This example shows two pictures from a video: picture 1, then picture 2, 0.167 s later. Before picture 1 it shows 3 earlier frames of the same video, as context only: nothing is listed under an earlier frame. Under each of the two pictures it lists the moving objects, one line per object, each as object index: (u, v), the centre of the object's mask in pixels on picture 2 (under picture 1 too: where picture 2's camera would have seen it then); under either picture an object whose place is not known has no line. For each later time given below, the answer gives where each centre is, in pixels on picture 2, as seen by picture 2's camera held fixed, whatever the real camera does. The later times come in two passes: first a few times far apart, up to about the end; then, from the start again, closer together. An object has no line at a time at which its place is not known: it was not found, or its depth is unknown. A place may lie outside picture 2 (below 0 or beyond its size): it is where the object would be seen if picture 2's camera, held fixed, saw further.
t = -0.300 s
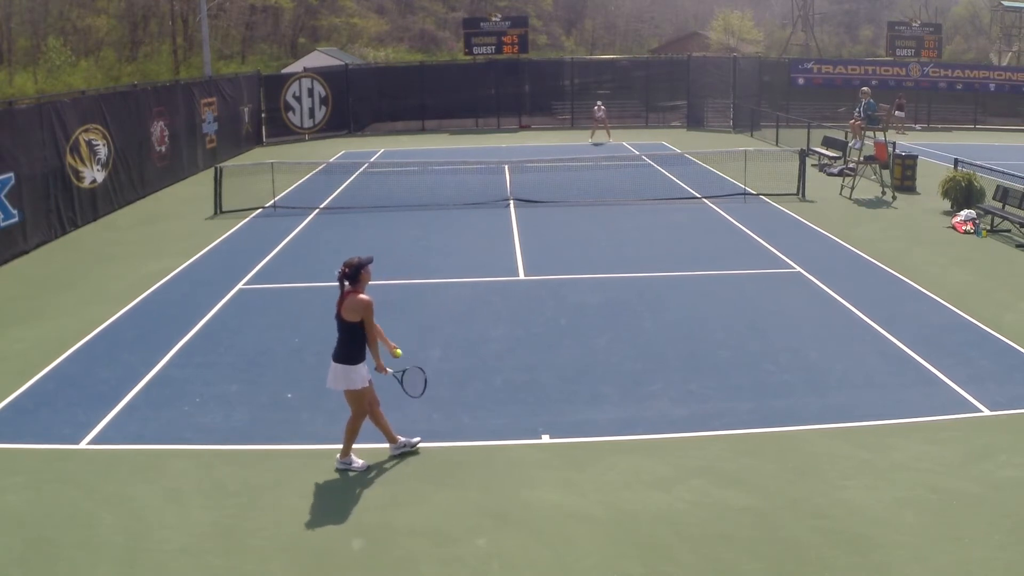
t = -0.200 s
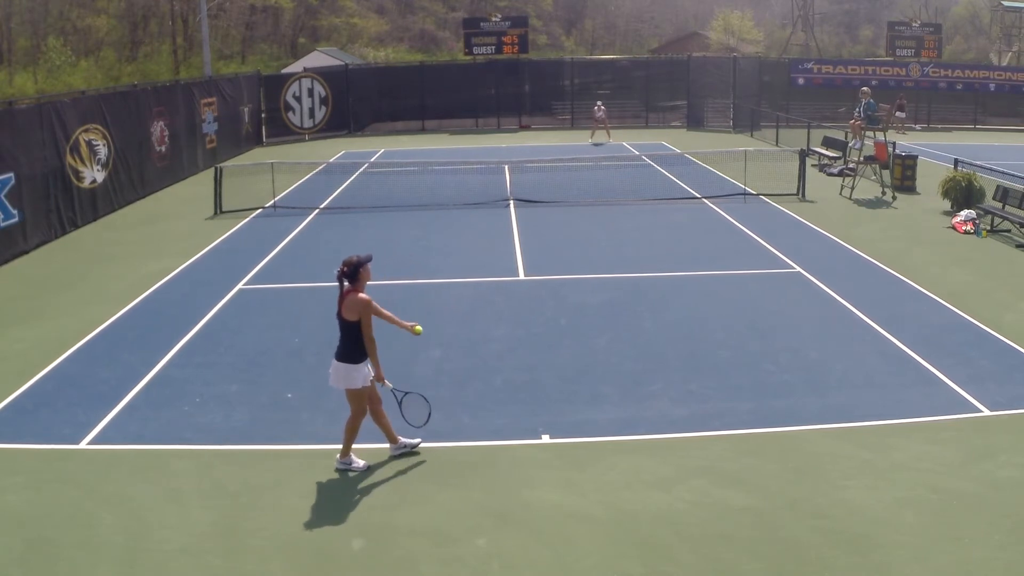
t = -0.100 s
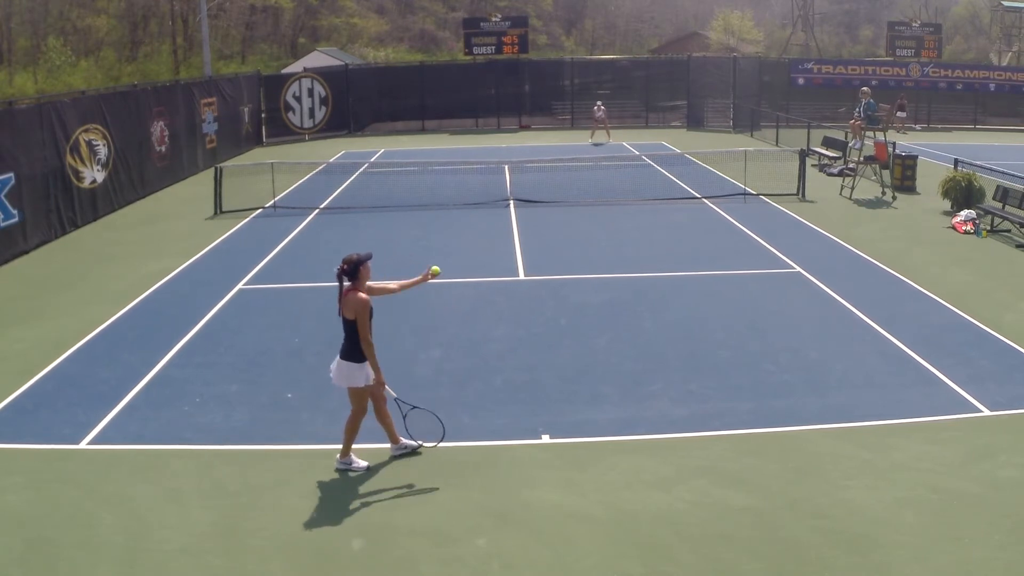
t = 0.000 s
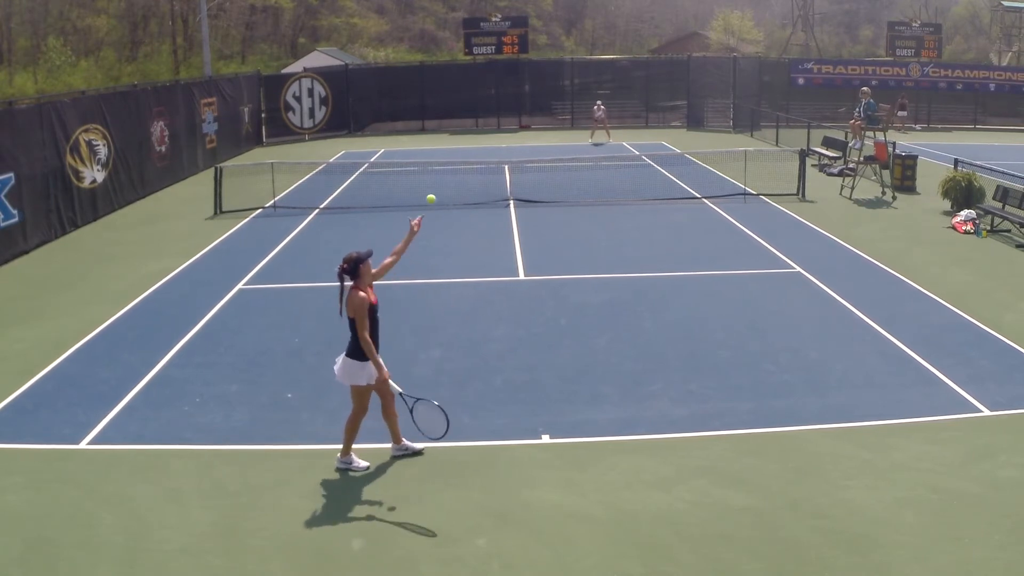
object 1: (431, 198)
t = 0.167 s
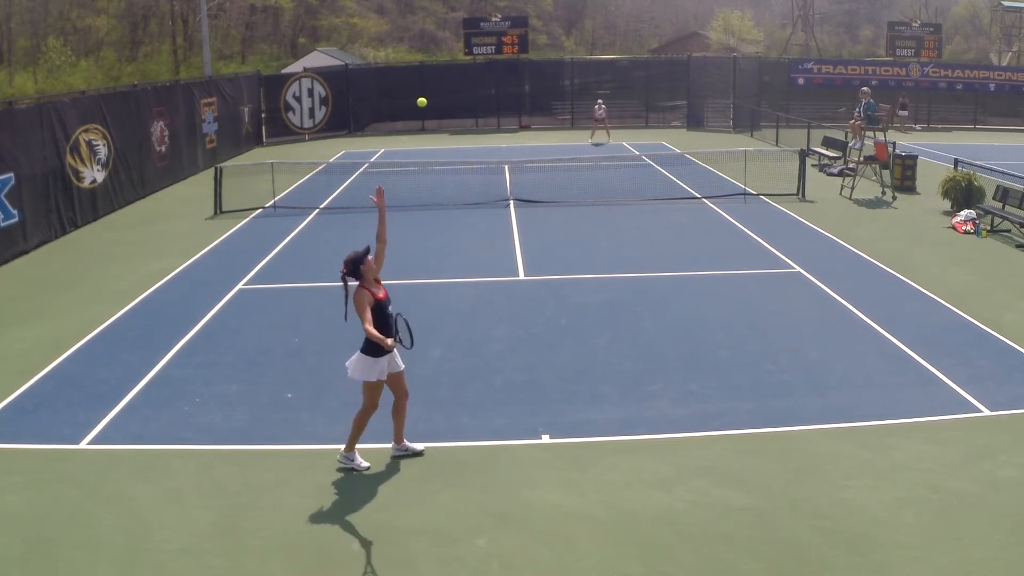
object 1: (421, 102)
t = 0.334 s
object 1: (413, 37)
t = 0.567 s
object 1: (403, 5)
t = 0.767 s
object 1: (394, 31)
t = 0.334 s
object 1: (413, 37)
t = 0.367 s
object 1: (412, 29)
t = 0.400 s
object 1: (410, 21)
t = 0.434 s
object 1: (409, 15)
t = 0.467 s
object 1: (407, 11)
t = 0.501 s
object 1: (405, 7)
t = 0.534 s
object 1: (404, 6)
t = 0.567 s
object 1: (403, 5)
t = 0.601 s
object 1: (401, 6)
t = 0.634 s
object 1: (399, 8)
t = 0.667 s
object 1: (398, 12)
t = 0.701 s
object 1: (397, 17)
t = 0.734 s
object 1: (395, 23)
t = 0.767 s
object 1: (394, 31)
